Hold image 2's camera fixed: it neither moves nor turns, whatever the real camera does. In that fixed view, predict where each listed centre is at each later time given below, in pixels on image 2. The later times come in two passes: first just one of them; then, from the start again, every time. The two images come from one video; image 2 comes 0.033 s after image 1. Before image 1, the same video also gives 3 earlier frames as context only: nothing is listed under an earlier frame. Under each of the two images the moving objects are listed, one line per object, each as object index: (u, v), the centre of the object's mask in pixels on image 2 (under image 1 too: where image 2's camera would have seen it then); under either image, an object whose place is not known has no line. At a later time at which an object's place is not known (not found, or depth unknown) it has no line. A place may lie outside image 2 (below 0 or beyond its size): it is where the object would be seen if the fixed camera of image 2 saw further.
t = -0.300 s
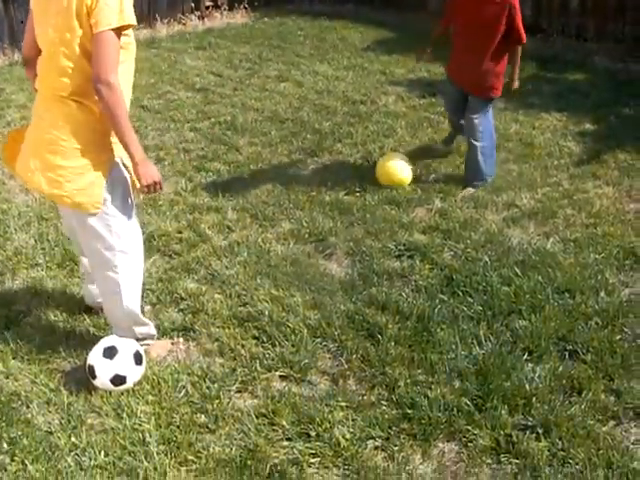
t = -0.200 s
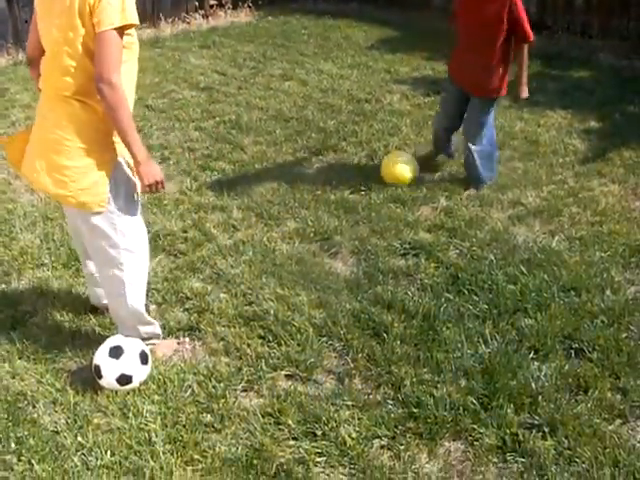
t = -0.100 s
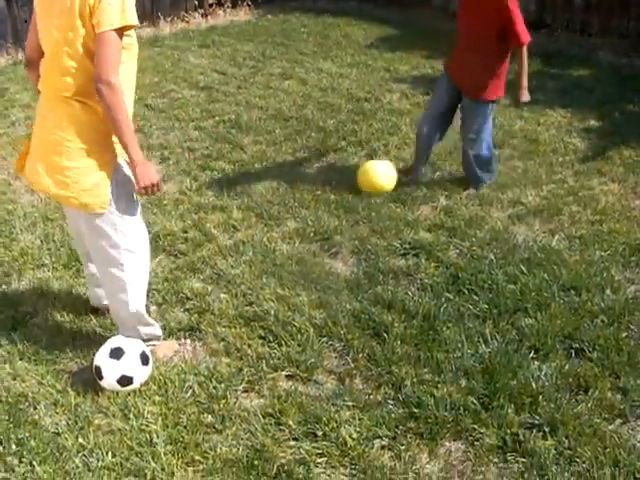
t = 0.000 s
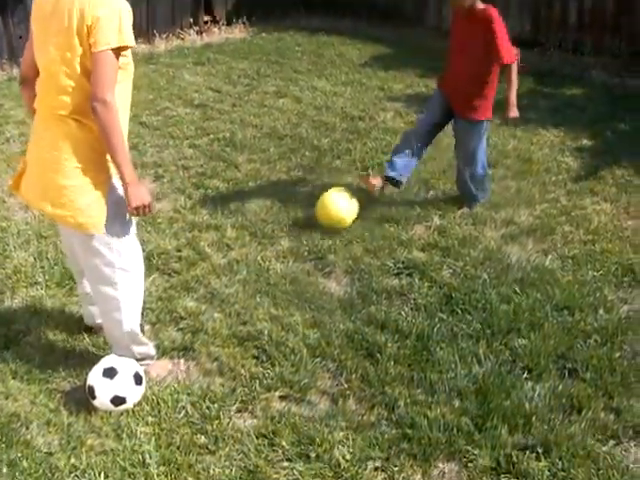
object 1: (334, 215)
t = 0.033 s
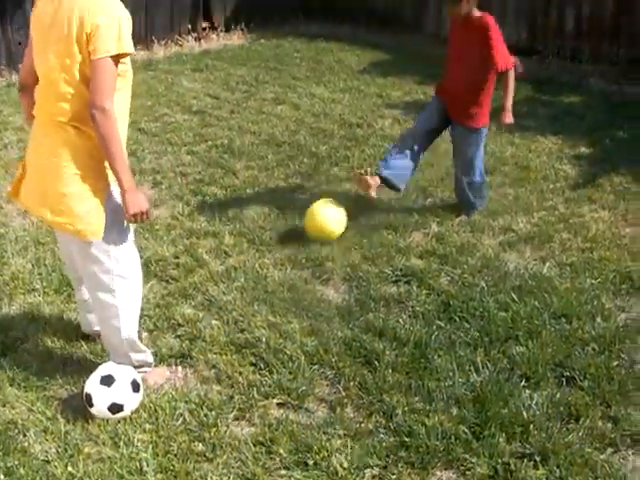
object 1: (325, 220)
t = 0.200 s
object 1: (282, 242)
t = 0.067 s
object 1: (316, 225)
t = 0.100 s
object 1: (306, 230)
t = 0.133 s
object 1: (298, 235)
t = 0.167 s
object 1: (289, 238)
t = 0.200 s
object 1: (282, 242)
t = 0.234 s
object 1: (273, 245)
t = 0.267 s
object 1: (266, 247)
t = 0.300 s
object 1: (259, 250)
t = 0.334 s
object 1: (250, 254)
